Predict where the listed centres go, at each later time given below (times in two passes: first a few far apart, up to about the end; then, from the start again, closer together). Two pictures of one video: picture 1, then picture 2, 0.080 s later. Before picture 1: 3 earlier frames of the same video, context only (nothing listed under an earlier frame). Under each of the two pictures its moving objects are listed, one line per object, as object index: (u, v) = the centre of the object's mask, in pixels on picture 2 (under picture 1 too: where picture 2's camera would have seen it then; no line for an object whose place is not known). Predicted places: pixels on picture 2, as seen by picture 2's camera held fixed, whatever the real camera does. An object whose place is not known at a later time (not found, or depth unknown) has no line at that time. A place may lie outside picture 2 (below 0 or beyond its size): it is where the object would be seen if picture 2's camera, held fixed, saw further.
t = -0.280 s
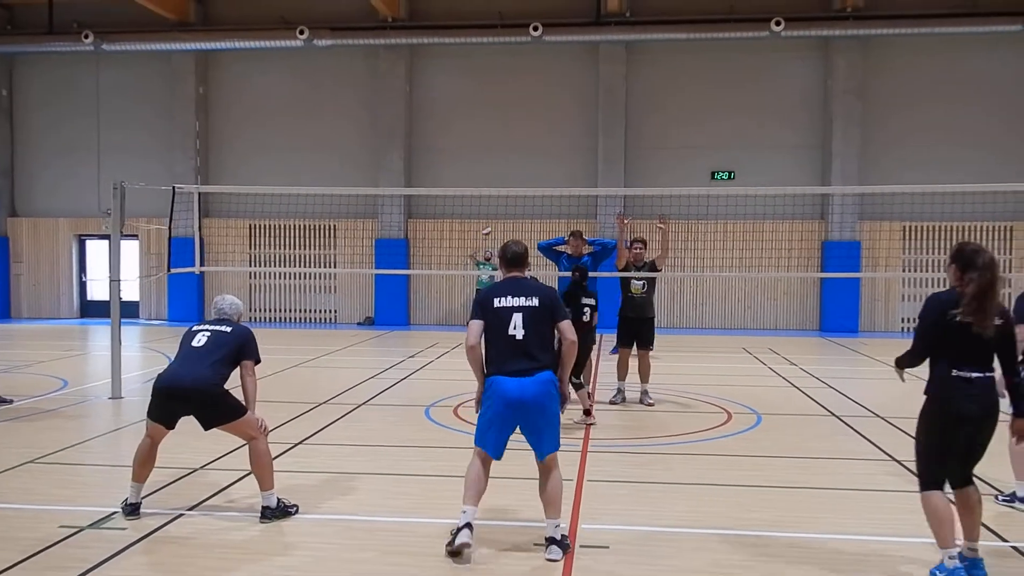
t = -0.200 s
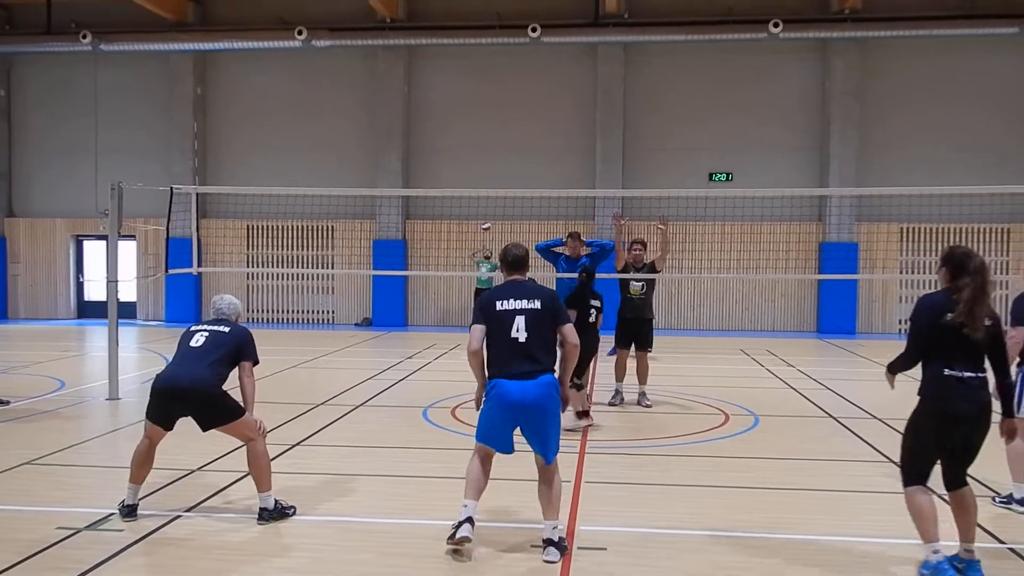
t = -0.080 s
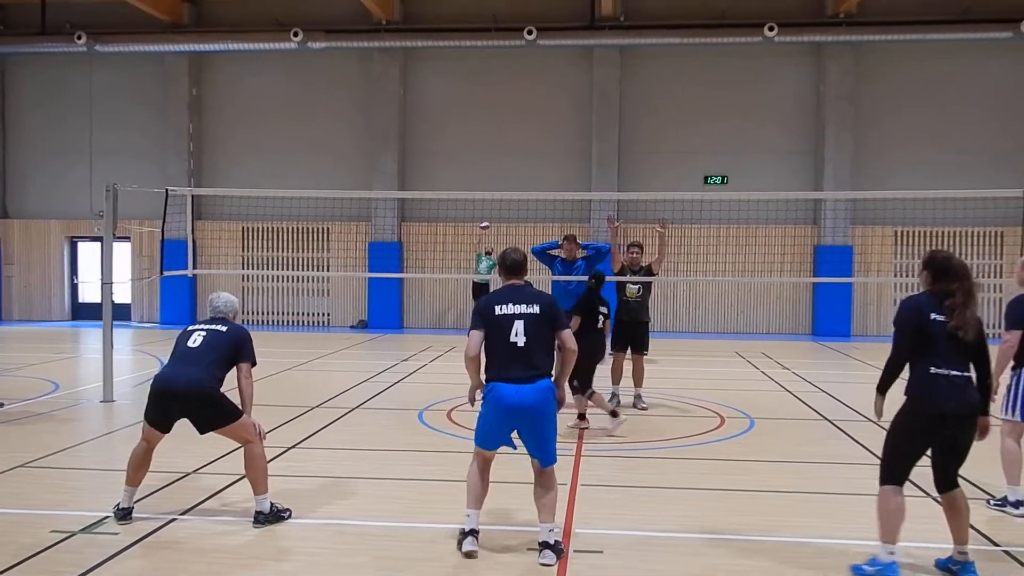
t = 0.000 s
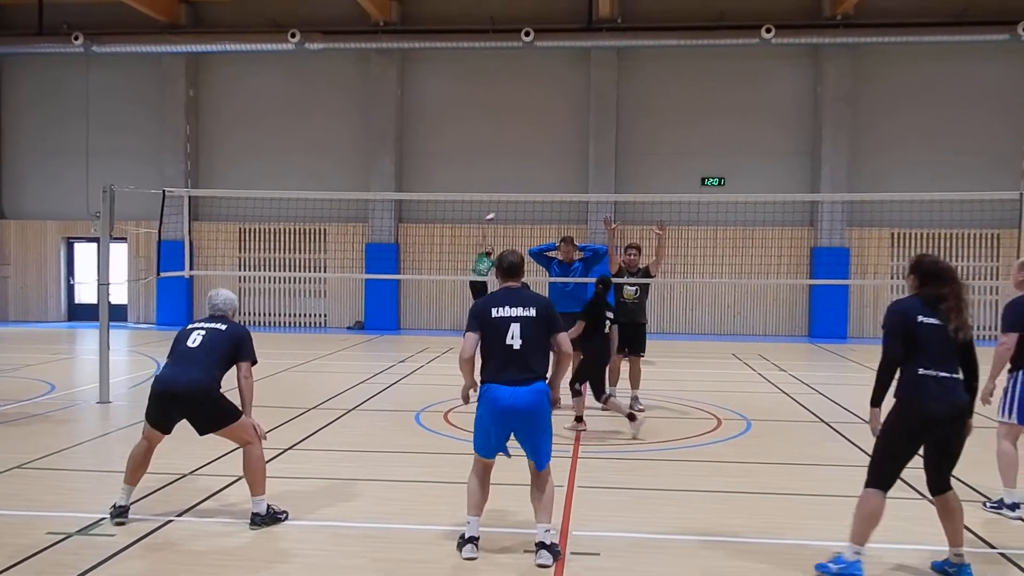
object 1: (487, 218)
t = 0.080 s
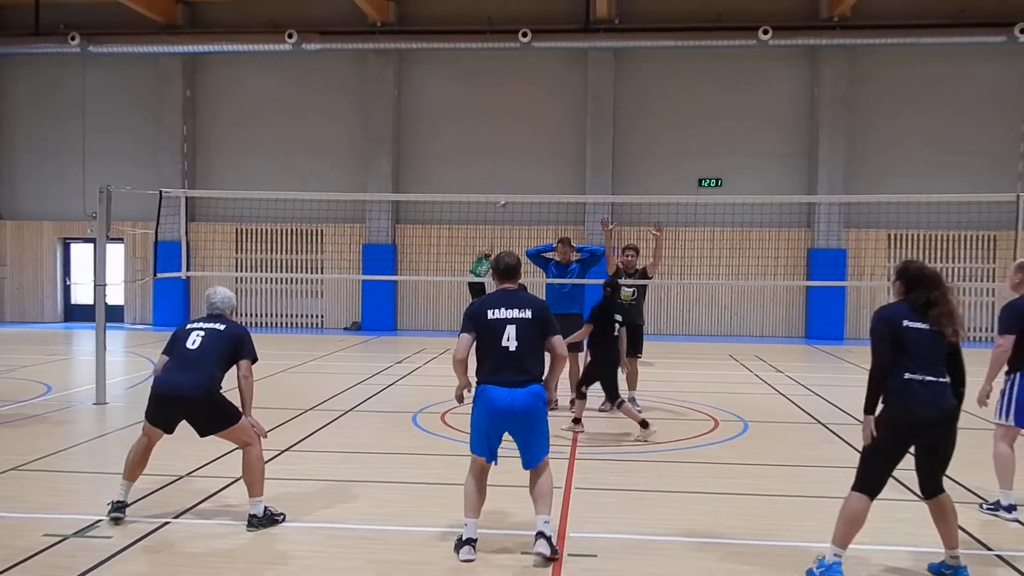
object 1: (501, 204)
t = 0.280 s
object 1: (544, 167)
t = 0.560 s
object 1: (629, 152)
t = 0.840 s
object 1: (795, 212)
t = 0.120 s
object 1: (511, 192)
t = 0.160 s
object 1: (519, 186)
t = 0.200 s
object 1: (527, 179)
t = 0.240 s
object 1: (535, 174)
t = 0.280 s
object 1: (544, 167)
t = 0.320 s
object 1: (554, 163)
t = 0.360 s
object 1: (564, 159)
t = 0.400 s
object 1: (576, 156)
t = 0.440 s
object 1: (588, 154)
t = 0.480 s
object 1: (601, 152)
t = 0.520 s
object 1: (614, 152)
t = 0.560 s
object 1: (629, 152)
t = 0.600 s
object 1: (646, 154)
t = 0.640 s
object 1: (664, 157)
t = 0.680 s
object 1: (685, 163)
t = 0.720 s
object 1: (708, 171)
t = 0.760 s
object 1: (734, 179)
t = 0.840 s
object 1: (795, 212)
